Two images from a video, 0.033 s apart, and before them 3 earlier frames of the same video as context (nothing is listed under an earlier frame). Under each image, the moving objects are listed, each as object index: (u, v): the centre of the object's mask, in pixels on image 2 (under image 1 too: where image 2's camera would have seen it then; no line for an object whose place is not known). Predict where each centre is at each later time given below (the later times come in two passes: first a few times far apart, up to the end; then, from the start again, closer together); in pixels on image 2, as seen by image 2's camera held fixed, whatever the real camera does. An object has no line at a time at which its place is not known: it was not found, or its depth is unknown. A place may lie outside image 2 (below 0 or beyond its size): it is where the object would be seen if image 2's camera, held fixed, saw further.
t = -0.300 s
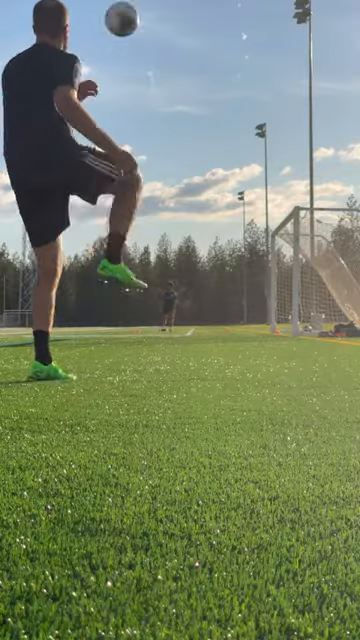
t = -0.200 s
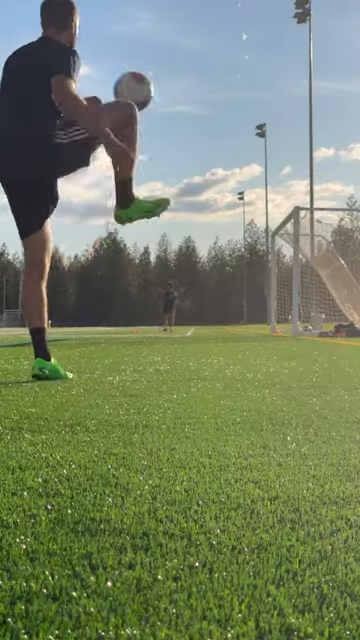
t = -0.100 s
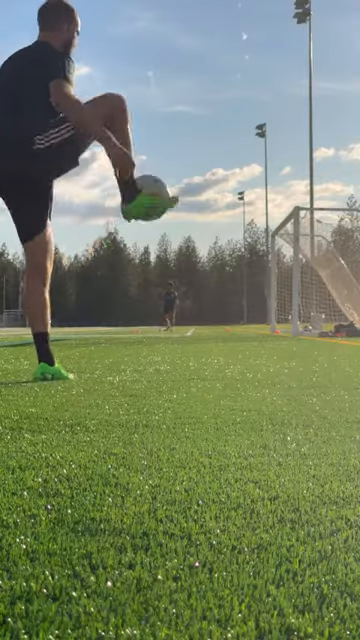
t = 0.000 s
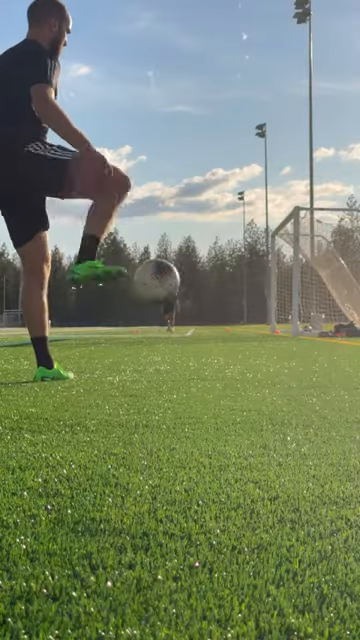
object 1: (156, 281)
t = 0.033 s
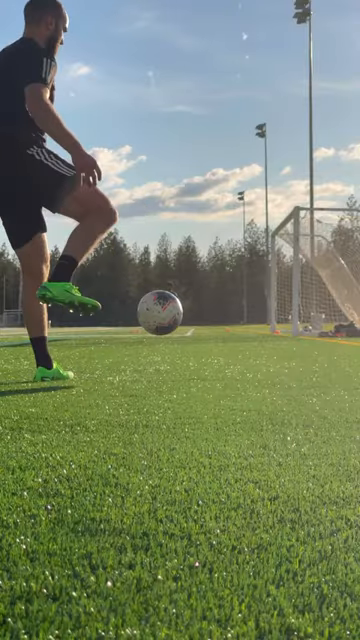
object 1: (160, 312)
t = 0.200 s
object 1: (165, 290)
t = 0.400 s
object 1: (169, 239)
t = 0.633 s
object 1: (172, 273)
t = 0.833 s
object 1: (177, 343)
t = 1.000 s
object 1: (191, 310)
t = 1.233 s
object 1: (210, 346)
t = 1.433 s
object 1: (223, 339)
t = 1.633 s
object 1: (238, 346)
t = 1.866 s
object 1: (257, 349)
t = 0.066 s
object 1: (162, 345)
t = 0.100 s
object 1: (164, 349)
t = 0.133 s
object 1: (165, 327)
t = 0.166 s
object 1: (165, 308)
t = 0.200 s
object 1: (165, 290)
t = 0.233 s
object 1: (166, 276)
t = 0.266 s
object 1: (167, 265)
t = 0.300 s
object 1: (166, 256)
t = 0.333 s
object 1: (167, 247)
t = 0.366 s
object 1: (168, 242)
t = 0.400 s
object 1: (169, 239)
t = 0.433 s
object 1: (169, 239)
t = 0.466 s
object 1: (170, 240)
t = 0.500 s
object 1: (170, 242)
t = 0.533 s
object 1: (170, 246)
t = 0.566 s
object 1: (170, 255)
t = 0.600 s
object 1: (171, 264)
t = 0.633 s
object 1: (172, 273)
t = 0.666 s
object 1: (172, 288)
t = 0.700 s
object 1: (173, 302)
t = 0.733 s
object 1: (174, 319)
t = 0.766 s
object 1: (174, 337)
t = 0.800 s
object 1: (175, 355)
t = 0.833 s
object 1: (177, 343)
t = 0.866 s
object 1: (180, 332)
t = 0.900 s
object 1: (183, 323)
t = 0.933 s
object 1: (185, 317)
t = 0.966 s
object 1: (188, 313)
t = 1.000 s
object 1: (191, 310)
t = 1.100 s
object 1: (199, 314)
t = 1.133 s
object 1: (202, 319)
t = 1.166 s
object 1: (204, 326)
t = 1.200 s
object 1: (207, 335)
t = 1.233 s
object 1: (210, 346)
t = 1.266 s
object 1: (212, 351)
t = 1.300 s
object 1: (214, 345)
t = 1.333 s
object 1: (217, 341)
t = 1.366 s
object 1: (219, 338)
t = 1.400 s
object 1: (221, 338)
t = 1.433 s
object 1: (223, 339)
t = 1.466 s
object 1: (225, 342)
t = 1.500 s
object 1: (228, 347)
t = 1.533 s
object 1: (230, 351)
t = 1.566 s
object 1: (233, 348)
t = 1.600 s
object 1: (236, 346)
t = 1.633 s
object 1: (238, 346)
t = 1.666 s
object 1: (241, 348)
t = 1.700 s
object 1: (243, 350)
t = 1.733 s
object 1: (247, 350)
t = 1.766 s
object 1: (249, 349)
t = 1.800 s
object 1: (251, 349)
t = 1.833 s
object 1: (254, 349)
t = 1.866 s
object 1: (257, 349)
